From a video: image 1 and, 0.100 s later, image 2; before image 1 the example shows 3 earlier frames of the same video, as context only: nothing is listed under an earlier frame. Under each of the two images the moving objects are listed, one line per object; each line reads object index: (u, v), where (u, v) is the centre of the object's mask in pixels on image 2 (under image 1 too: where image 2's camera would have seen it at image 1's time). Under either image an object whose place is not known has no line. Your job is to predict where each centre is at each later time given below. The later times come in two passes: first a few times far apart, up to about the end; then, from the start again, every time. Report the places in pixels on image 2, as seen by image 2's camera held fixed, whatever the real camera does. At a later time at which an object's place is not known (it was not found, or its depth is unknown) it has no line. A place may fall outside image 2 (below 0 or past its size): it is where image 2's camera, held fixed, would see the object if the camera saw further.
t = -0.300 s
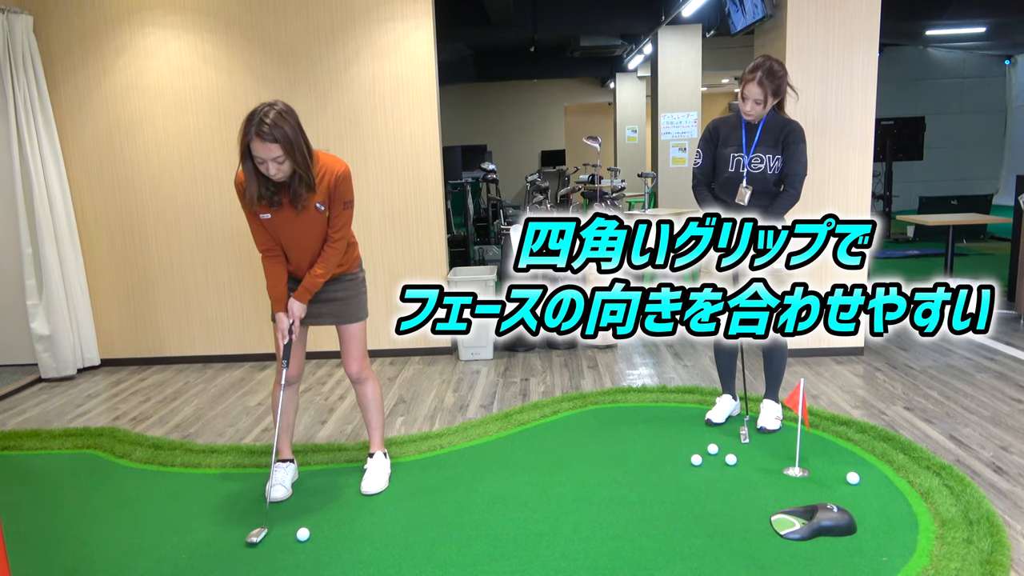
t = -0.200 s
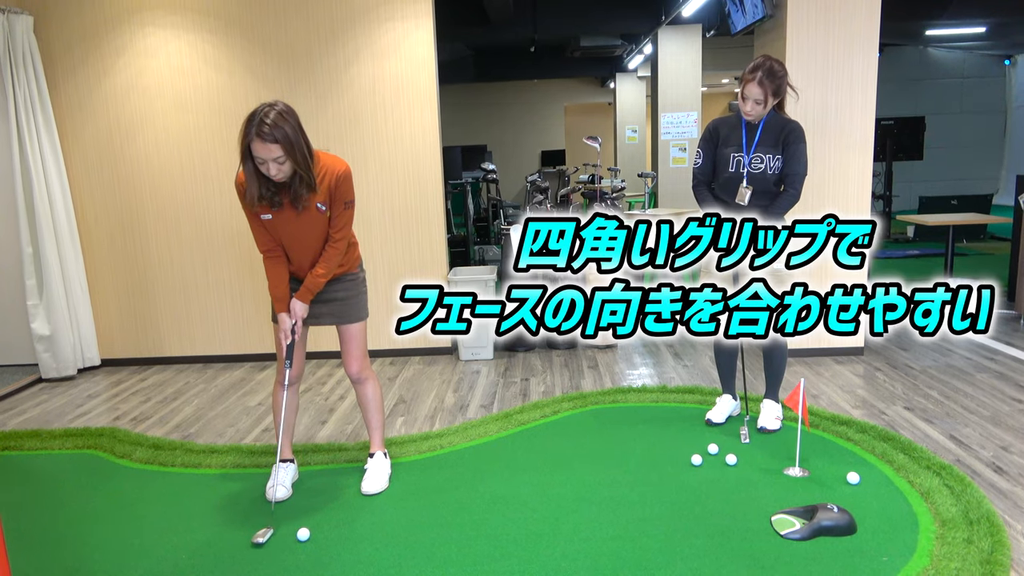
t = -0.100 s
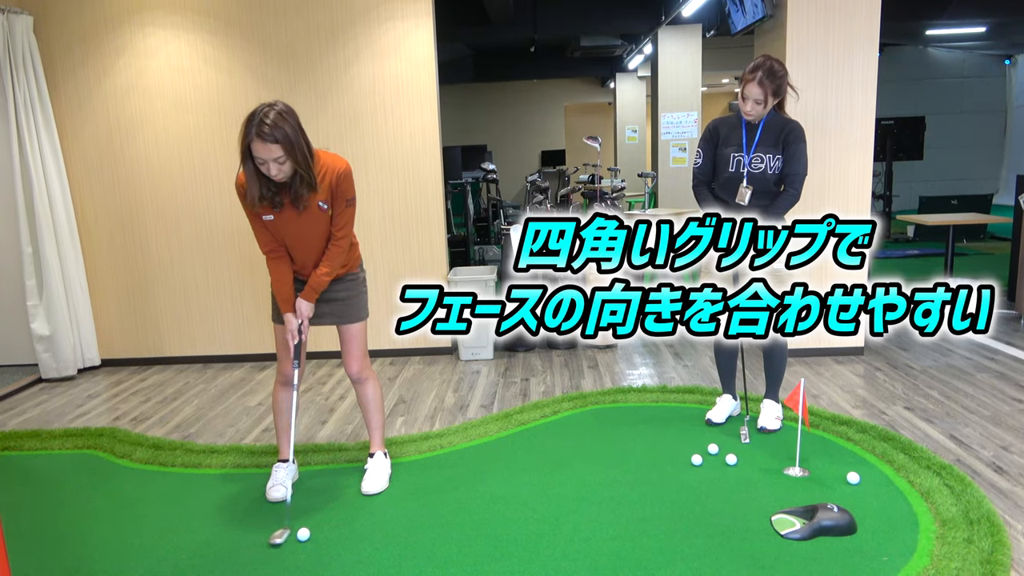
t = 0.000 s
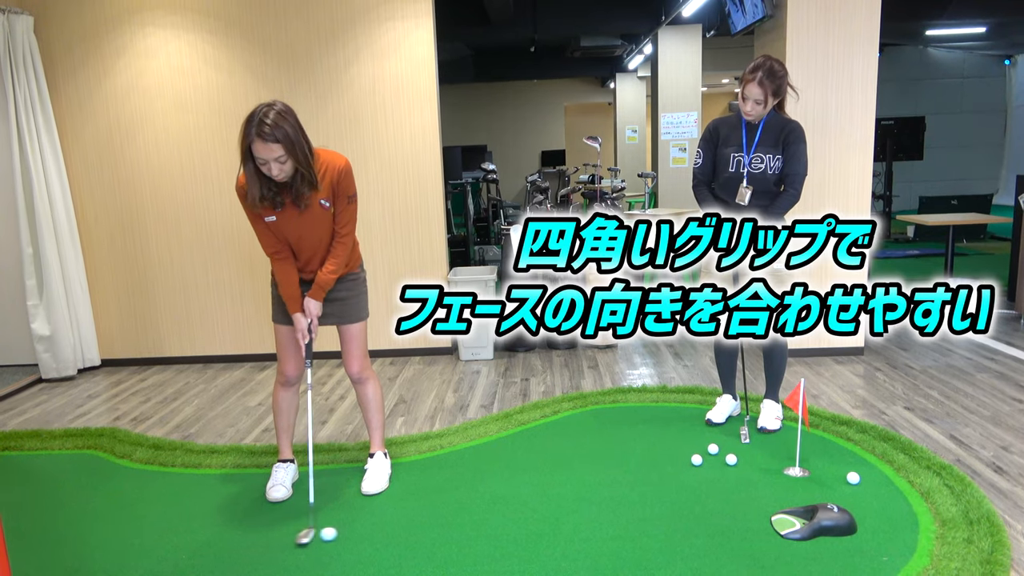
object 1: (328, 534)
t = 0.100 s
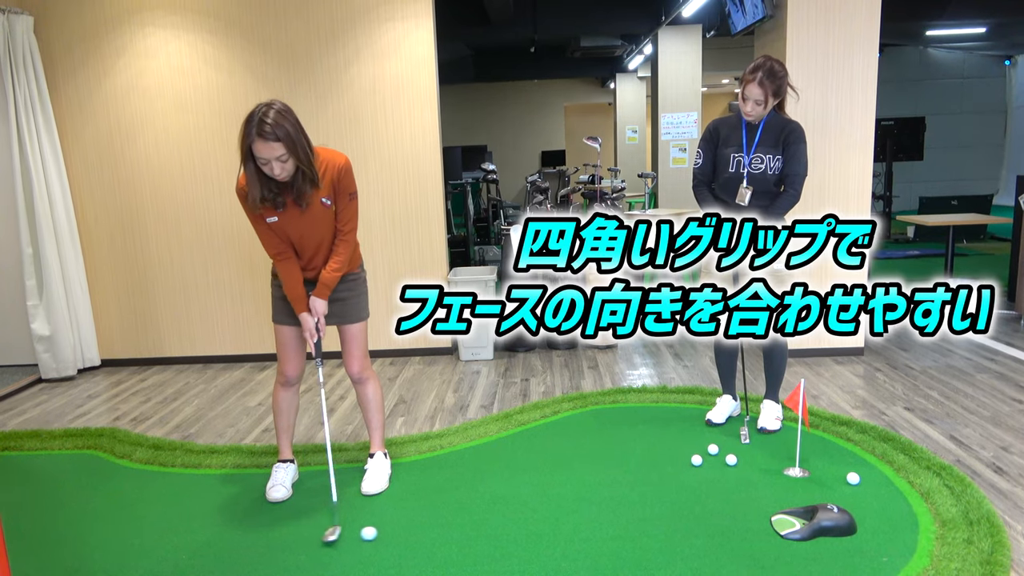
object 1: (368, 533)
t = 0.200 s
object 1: (403, 533)
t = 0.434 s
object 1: (478, 531)
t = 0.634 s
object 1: (538, 529)
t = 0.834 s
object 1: (594, 528)
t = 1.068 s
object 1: (655, 526)
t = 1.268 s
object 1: (702, 524)
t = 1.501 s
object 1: (752, 521)
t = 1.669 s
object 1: (778, 515)
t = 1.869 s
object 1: (794, 513)
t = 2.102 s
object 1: (805, 518)
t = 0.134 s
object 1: (380, 533)
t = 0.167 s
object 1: (392, 533)
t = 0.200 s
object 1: (403, 533)
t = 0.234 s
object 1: (414, 532)
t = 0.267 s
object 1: (425, 532)
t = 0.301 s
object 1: (435, 532)
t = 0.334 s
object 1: (446, 532)
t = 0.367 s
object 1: (457, 531)
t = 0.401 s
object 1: (467, 531)
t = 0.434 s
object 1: (478, 531)
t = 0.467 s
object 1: (488, 530)
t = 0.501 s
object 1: (498, 530)
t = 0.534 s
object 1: (508, 530)
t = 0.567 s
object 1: (518, 530)
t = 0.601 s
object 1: (528, 529)
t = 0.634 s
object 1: (538, 529)
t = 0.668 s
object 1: (548, 529)
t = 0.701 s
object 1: (557, 529)
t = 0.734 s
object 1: (567, 528)
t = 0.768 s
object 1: (576, 528)
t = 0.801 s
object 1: (585, 528)
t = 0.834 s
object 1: (594, 528)
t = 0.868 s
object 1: (603, 528)
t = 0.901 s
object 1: (612, 528)
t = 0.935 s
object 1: (621, 527)
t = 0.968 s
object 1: (630, 527)
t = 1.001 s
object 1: (638, 526)
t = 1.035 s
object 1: (647, 526)
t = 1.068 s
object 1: (655, 526)
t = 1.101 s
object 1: (663, 526)
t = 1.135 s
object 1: (671, 525)
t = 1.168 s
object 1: (679, 525)
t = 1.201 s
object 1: (687, 525)
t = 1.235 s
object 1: (695, 524)
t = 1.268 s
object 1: (702, 524)
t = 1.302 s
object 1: (710, 524)
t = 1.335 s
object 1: (717, 523)
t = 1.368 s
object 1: (724, 523)
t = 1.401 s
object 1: (731, 523)
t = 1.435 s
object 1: (738, 522)
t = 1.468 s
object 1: (745, 522)
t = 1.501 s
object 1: (752, 521)
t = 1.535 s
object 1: (758, 521)
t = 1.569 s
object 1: (765, 520)
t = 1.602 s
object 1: (770, 519)
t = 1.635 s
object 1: (775, 517)
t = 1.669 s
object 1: (778, 515)
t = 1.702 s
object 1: (781, 513)
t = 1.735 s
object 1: (784, 512)
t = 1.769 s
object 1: (787, 512)
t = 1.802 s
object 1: (789, 512)
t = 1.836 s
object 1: (792, 512)
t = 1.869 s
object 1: (794, 513)
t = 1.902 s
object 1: (796, 514)
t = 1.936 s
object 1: (799, 514)
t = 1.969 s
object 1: (801, 516)
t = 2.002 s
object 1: (804, 516)
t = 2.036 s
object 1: (805, 517)
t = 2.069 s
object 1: (805, 518)
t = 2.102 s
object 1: (805, 518)
